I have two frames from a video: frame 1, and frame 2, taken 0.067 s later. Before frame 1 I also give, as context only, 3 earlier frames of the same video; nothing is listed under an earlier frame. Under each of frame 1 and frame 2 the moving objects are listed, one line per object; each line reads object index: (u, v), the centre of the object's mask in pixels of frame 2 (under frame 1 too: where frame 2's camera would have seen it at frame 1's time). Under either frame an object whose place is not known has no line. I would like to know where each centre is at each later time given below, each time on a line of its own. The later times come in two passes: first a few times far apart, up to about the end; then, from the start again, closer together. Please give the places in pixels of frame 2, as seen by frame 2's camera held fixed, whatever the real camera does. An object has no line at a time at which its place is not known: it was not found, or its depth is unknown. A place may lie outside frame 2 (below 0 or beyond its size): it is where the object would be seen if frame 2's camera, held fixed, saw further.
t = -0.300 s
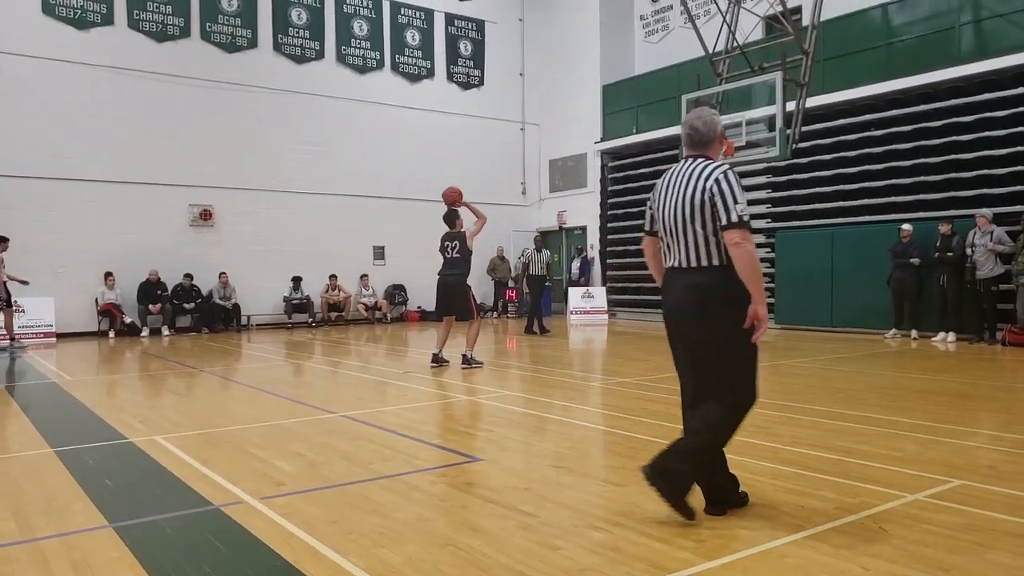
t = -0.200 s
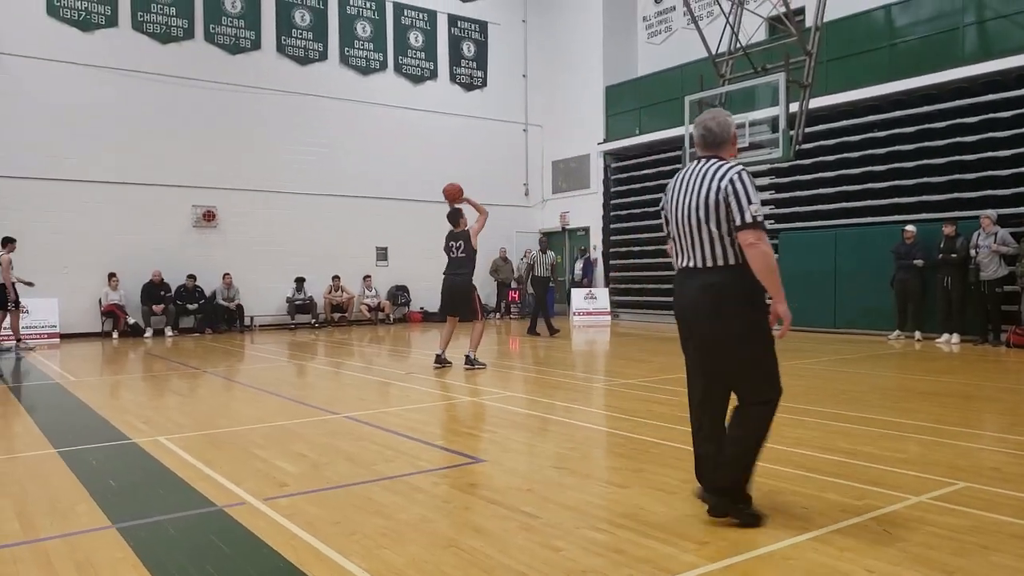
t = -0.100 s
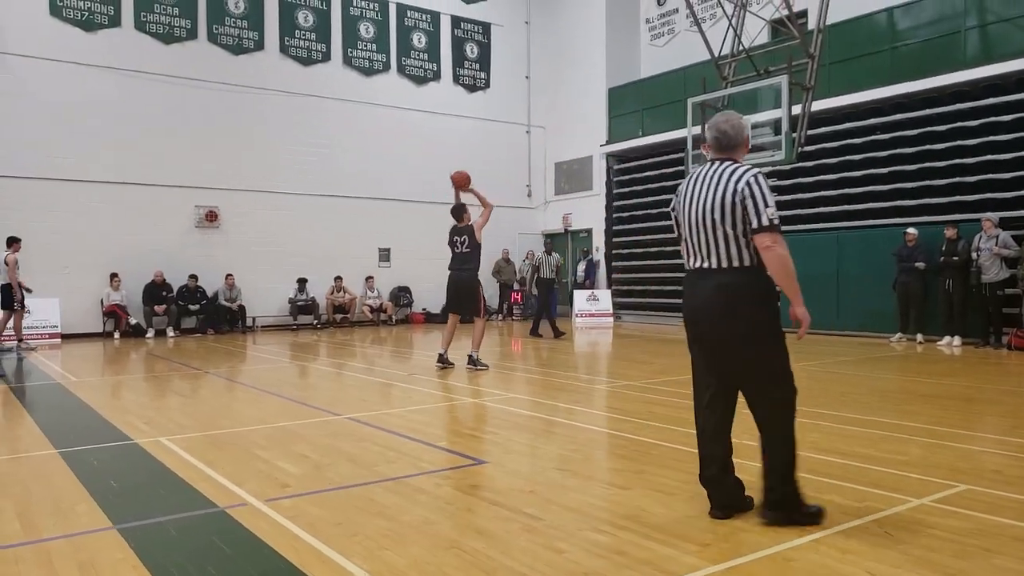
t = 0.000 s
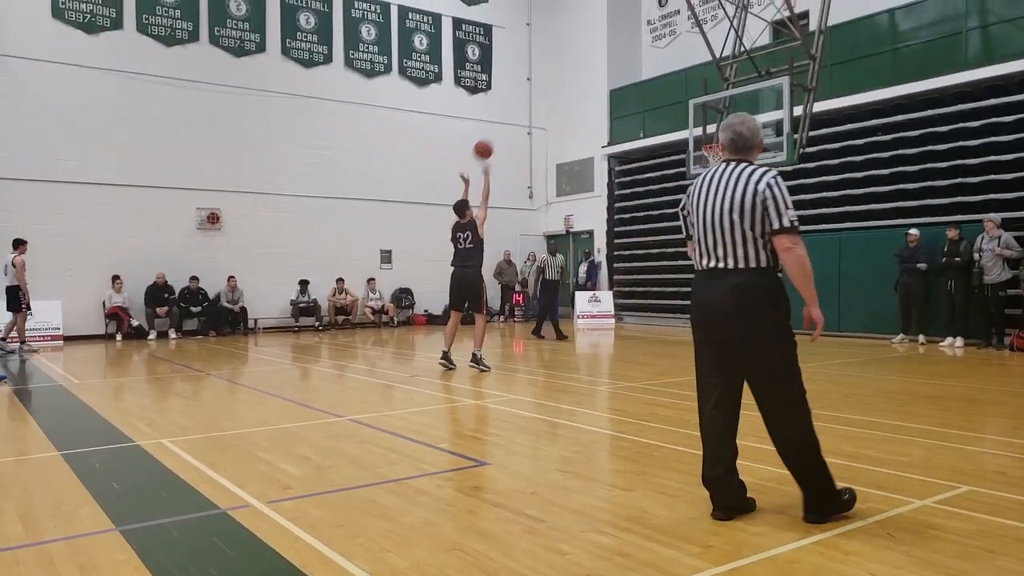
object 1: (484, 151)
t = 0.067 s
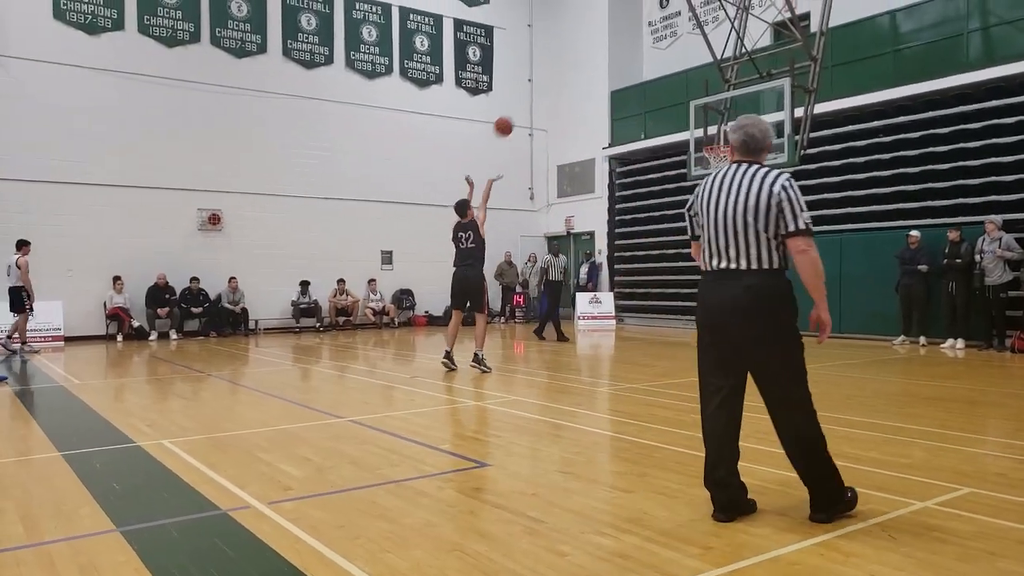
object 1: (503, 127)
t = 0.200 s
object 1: (541, 90)
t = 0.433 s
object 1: (600, 62)
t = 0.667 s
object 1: (653, 75)
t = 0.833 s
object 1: (687, 105)
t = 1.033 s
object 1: (725, 158)
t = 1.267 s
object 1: (737, 158)
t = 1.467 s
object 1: (721, 164)
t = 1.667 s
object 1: (717, 179)
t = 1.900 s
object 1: (714, 226)
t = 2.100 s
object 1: (713, 293)
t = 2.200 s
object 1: (713, 334)
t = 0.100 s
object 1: (513, 115)
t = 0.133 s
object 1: (522, 106)
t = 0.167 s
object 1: (531, 98)
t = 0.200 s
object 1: (541, 90)
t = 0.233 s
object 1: (549, 83)
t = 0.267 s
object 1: (558, 77)
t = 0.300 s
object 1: (567, 73)
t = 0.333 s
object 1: (575, 69)
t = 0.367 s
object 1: (583, 66)
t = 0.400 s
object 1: (591, 64)
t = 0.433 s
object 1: (600, 62)
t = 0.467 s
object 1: (608, 62)
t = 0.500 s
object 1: (616, 62)
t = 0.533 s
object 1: (623, 63)
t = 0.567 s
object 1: (631, 65)
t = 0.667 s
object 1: (653, 75)
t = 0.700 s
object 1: (660, 80)
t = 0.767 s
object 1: (674, 91)
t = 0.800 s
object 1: (680, 97)
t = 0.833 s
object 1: (687, 105)
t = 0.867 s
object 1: (695, 113)
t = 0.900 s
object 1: (700, 121)
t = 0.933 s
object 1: (707, 131)
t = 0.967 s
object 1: (712, 139)
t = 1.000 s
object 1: (718, 149)
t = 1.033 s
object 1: (725, 158)
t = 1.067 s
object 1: (721, 160)
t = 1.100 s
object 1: (726, 157)
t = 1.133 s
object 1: (738, 159)
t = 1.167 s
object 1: (737, 159)
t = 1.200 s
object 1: (737, 159)
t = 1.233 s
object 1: (732, 160)
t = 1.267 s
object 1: (737, 158)
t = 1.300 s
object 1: (726, 154)
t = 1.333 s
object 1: (726, 154)
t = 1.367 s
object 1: (738, 158)
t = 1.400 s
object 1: (725, 155)
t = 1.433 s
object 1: (722, 163)
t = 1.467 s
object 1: (721, 164)
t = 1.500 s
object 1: (720, 168)
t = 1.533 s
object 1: (719, 171)
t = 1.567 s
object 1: (718, 172)
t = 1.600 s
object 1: (718, 173)
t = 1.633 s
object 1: (717, 175)
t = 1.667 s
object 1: (717, 179)
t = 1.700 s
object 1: (716, 184)
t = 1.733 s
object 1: (716, 189)
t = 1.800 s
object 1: (715, 201)
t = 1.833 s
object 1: (715, 210)
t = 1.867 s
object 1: (715, 217)
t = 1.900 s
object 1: (714, 226)
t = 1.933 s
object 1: (714, 236)
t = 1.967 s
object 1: (714, 246)
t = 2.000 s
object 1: (713, 256)
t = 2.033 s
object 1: (713, 268)
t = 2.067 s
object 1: (713, 280)
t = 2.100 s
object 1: (713, 293)
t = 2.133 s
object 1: (713, 306)
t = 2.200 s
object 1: (713, 334)
